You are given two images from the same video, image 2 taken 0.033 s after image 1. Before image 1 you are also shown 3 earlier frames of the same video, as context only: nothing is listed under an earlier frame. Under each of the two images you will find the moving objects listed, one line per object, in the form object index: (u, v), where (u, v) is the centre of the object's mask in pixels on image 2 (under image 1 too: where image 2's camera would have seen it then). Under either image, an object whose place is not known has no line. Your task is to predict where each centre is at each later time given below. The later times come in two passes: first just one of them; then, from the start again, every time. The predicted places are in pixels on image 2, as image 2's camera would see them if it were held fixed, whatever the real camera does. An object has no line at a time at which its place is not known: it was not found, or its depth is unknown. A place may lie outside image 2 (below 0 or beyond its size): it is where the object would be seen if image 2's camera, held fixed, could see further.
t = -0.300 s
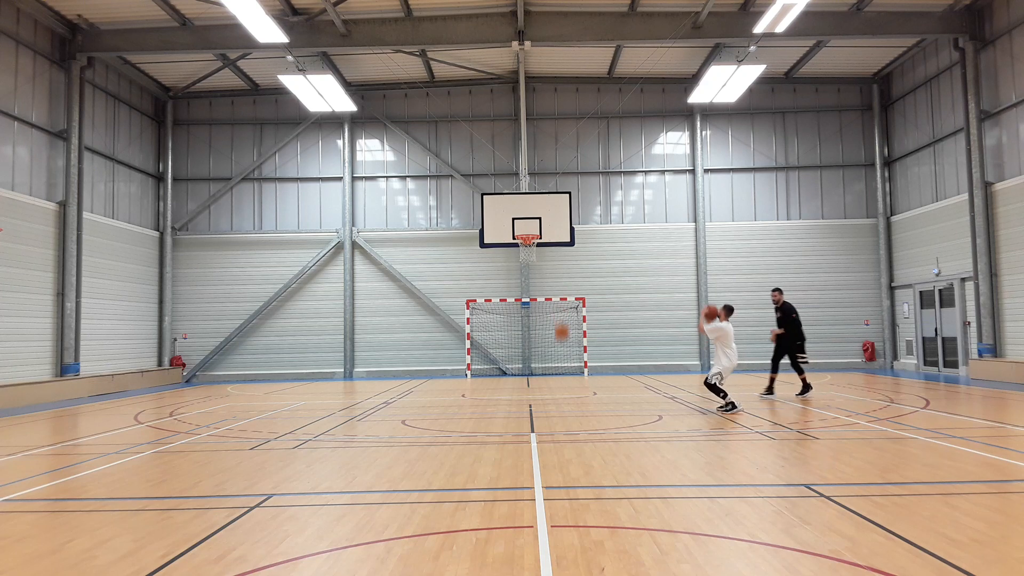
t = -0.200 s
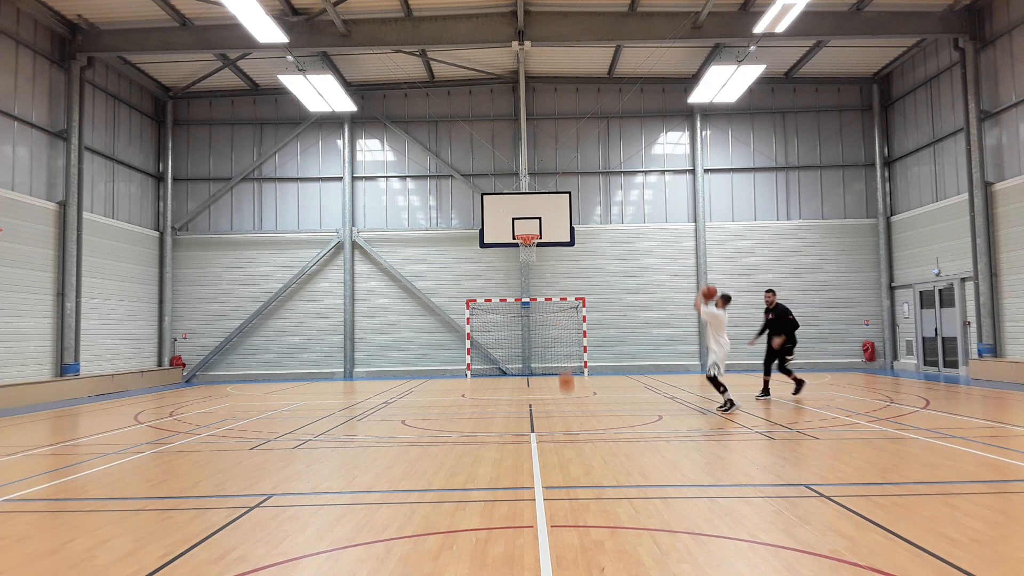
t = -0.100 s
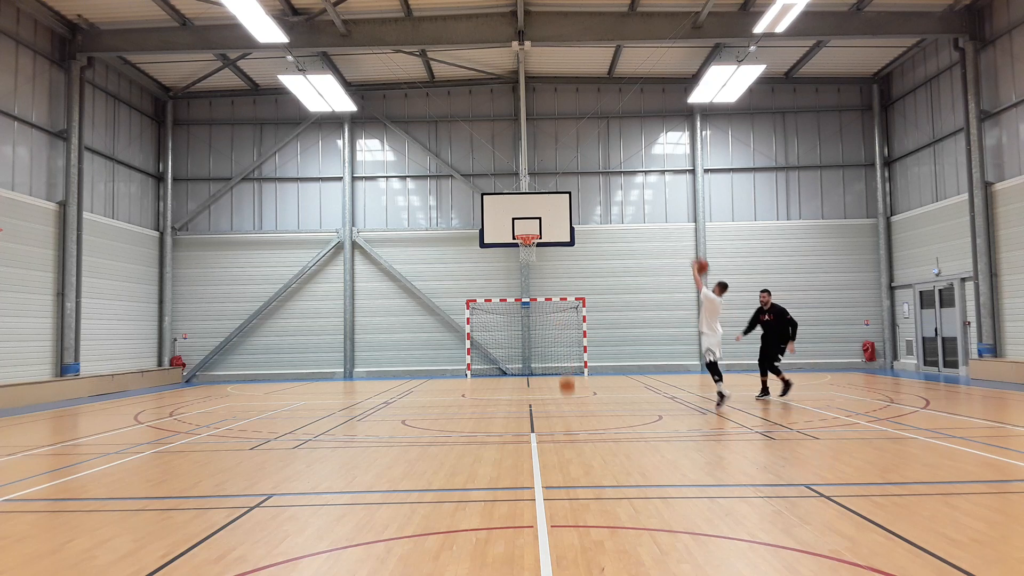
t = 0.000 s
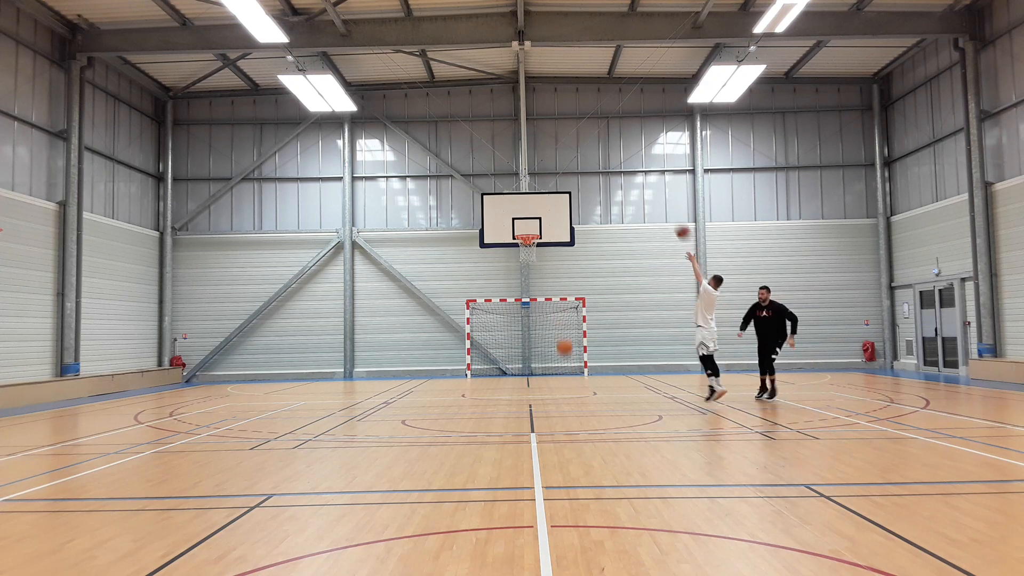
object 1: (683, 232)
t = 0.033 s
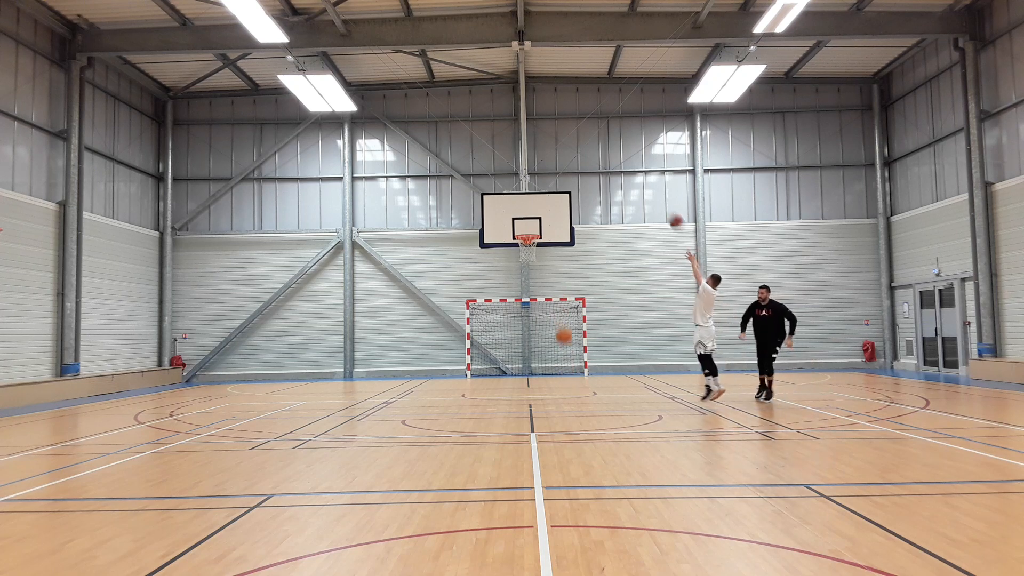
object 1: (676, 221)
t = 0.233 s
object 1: (639, 178)
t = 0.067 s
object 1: (669, 213)
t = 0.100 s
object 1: (663, 204)
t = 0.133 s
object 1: (657, 196)
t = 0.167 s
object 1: (650, 189)
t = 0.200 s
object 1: (645, 184)
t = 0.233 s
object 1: (639, 178)
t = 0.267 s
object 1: (632, 174)
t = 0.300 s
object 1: (628, 170)
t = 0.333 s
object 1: (622, 167)
